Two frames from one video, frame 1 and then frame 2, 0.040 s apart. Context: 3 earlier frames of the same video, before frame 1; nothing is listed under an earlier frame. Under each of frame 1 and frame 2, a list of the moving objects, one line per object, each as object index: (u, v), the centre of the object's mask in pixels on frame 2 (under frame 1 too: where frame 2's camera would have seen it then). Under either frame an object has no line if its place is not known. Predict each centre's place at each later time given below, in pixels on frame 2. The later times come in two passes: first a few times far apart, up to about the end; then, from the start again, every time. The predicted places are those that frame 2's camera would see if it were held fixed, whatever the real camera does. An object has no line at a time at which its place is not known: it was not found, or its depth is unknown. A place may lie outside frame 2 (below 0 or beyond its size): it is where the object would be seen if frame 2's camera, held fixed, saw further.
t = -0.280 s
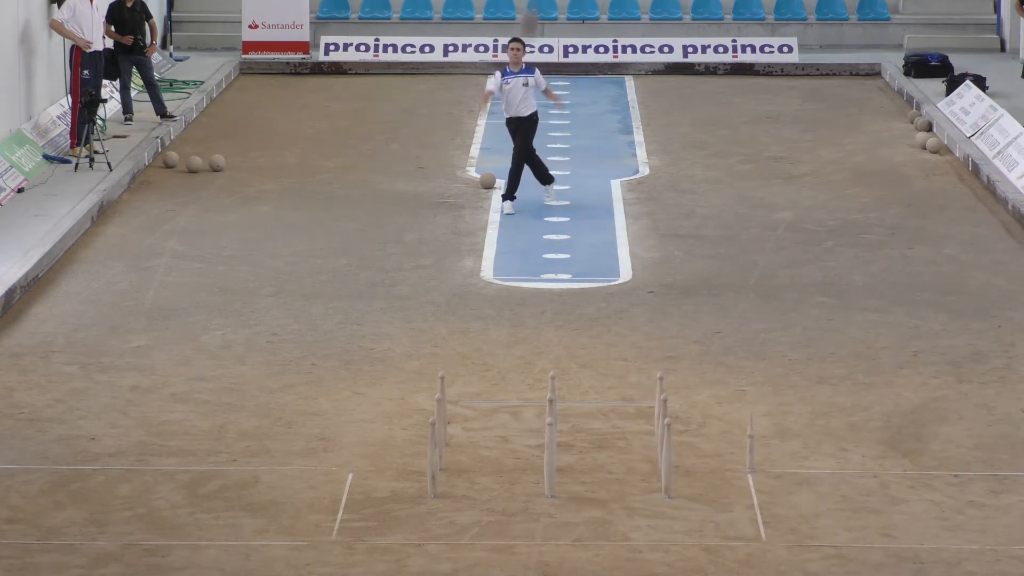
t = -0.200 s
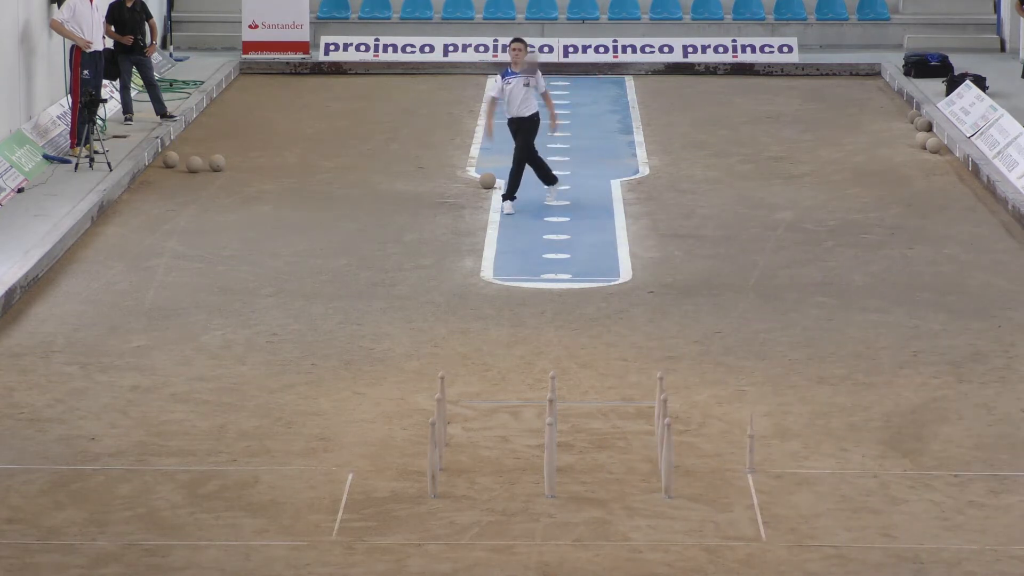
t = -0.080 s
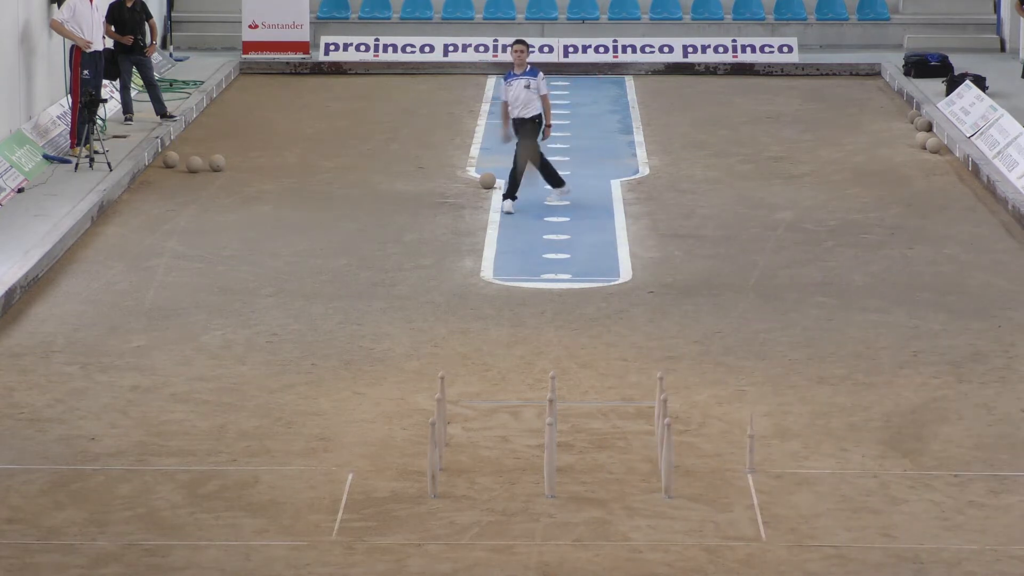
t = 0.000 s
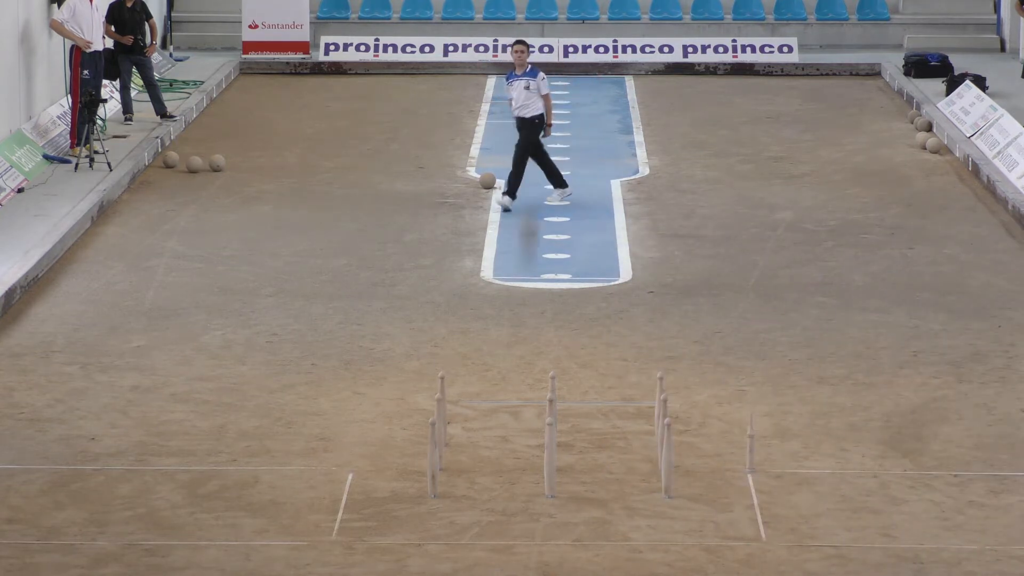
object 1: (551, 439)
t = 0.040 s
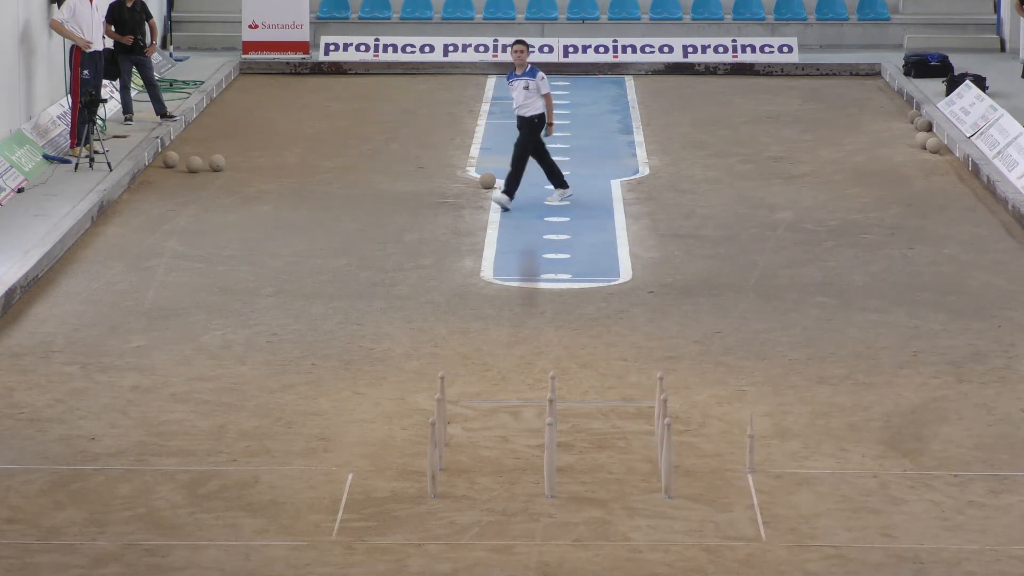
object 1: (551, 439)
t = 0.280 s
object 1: (551, 439)
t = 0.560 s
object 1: (550, 460)
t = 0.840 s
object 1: (557, 477)
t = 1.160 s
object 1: (553, 491)
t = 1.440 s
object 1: (565, 500)
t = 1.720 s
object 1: (565, 500)
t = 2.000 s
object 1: (565, 500)
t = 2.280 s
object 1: (565, 500)
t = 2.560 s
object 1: (565, 500)
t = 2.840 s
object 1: (557, 498)
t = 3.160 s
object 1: (556, 496)
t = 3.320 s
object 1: (555, 496)
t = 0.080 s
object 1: (551, 439)
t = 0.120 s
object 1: (551, 439)
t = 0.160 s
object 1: (551, 439)
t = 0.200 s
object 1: (551, 439)
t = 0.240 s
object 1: (551, 439)
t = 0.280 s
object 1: (551, 439)
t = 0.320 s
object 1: (551, 441)
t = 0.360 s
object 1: (551, 442)
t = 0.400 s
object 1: (551, 447)
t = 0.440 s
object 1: (551, 446)
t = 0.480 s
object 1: (550, 459)
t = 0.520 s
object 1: (550, 460)
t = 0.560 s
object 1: (550, 460)
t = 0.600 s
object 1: (550, 460)
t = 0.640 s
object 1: (549, 460)
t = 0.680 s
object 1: (553, 471)
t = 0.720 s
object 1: (554, 472)
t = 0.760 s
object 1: (556, 475)
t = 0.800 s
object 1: (556, 476)
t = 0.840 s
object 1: (557, 477)
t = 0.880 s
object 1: (559, 479)
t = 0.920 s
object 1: (558, 479)
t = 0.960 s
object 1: (558, 480)
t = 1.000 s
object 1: (558, 482)
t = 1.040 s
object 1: (556, 484)
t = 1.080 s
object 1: (555, 486)
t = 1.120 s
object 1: (553, 489)
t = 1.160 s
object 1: (553, 491)
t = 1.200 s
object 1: (555, 492)
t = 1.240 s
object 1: (556, 493)
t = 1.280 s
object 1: (556, 493)
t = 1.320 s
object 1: (556, 494)
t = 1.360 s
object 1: (556, 494)
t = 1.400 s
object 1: (566, 502)
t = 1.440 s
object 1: (565, 500)
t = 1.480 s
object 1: (572, 493)
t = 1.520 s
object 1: (566, 499)
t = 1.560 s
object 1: (566, 499)
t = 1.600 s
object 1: (565, 499)
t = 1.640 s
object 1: (565, 499)
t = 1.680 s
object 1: (565, 500)
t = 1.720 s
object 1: (565, 500)
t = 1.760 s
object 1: (565, 500)
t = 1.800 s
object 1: (565, 500)
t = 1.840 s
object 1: (565, 500)
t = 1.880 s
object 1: (565, 500)
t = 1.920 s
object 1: (565, 500)
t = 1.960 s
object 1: (565, 500)
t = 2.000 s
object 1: (565, 500)
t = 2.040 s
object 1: (565, 500)
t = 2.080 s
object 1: (565, 500)
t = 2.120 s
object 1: (565, 500)
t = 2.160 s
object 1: (565, 500)
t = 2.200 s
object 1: (565, 500)
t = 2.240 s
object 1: (565, 500)
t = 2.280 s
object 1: (565, 500)
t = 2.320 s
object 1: (565, 500)
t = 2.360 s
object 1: (565, 500)
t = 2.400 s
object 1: (565, 500)
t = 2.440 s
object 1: (565, 500)
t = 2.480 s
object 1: (565, 500)
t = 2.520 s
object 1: (565, 500)
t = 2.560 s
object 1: (565, 500)
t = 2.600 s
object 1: (565, 500)
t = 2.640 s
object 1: (565, 500)
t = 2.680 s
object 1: (564, 500)
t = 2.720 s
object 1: (564, 500)
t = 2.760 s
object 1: (564, 500)
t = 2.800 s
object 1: (558, 498)
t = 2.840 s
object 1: (557, 498)
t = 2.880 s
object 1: (556, 498)
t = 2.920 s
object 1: (556, 496)
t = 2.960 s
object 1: (556, 496)
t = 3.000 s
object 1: (555, 496)
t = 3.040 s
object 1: (555, 496)
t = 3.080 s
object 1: (556, 496)
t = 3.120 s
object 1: (556, 496)
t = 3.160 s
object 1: (556, 496)
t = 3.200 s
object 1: (555, 496)
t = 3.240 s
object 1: (555, 496)
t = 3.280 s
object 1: (555, 496)
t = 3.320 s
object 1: (555, 496)
